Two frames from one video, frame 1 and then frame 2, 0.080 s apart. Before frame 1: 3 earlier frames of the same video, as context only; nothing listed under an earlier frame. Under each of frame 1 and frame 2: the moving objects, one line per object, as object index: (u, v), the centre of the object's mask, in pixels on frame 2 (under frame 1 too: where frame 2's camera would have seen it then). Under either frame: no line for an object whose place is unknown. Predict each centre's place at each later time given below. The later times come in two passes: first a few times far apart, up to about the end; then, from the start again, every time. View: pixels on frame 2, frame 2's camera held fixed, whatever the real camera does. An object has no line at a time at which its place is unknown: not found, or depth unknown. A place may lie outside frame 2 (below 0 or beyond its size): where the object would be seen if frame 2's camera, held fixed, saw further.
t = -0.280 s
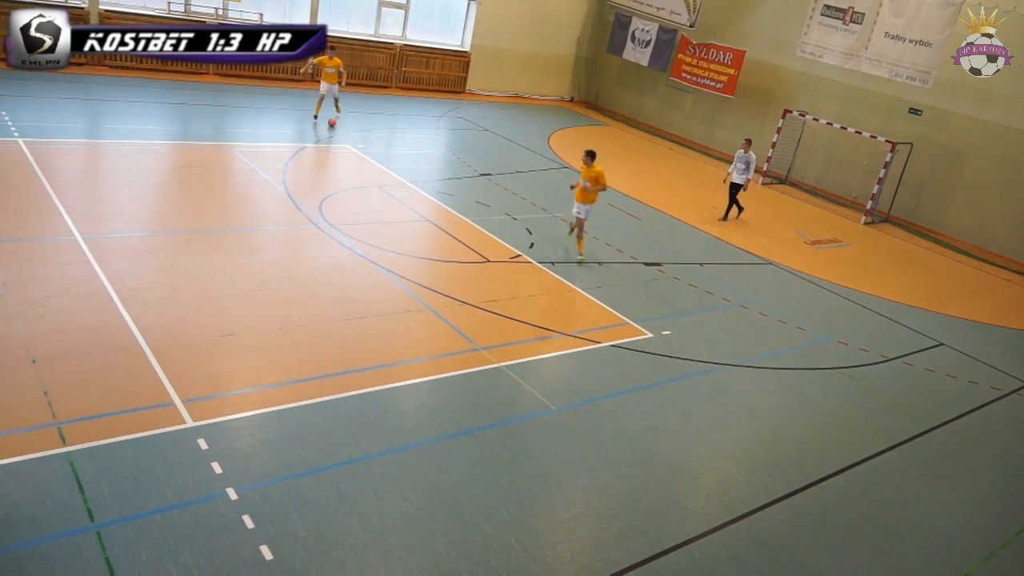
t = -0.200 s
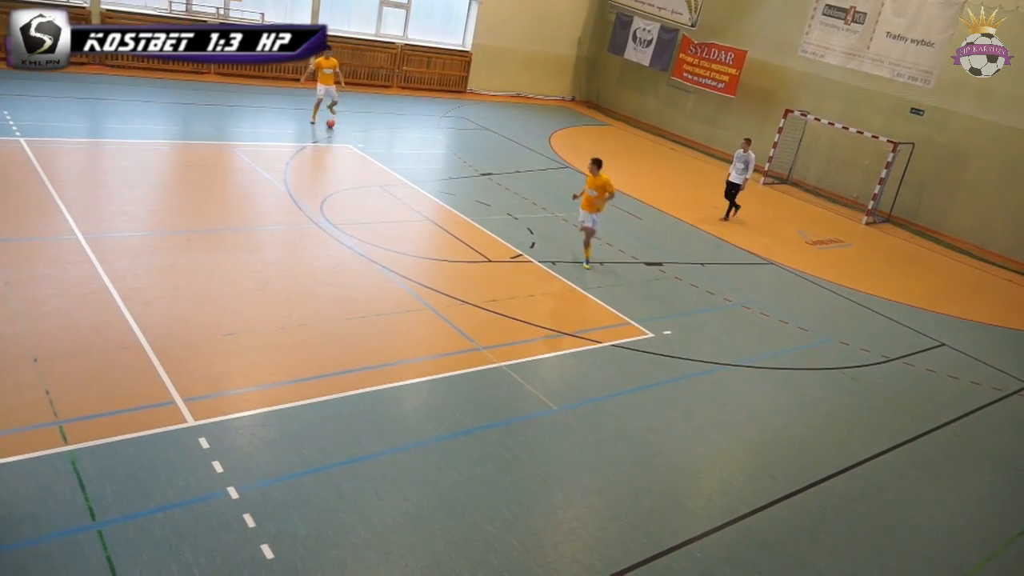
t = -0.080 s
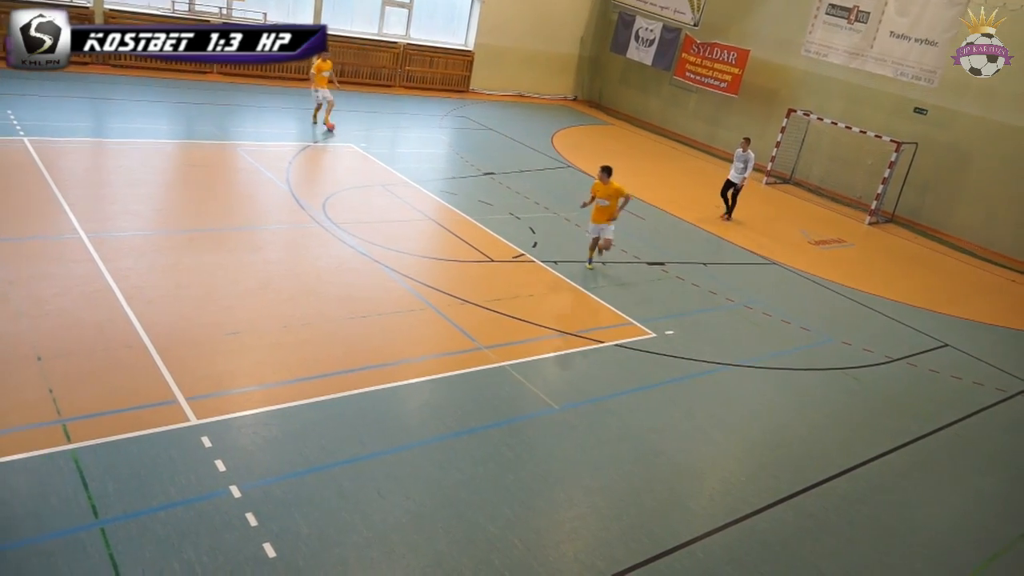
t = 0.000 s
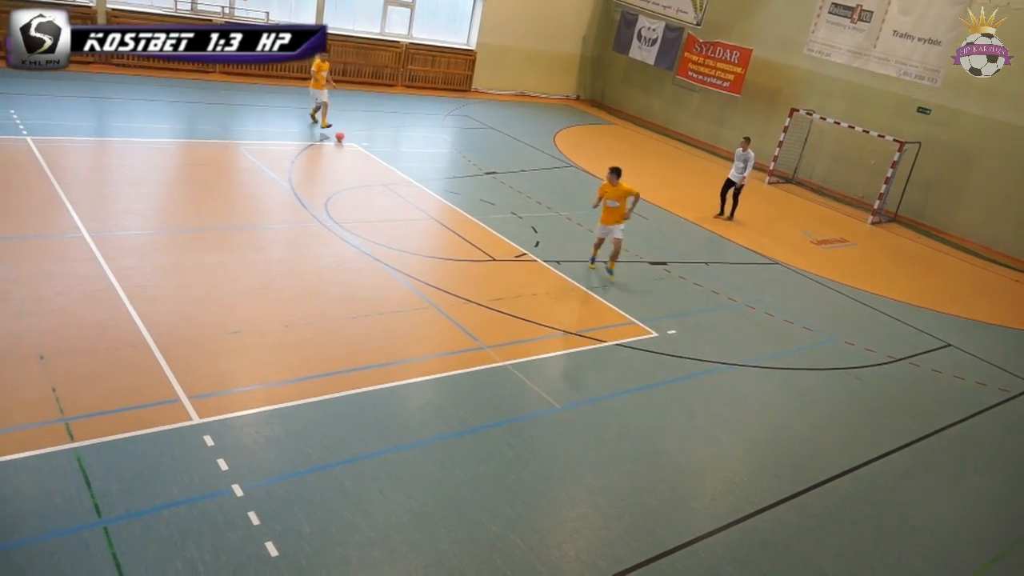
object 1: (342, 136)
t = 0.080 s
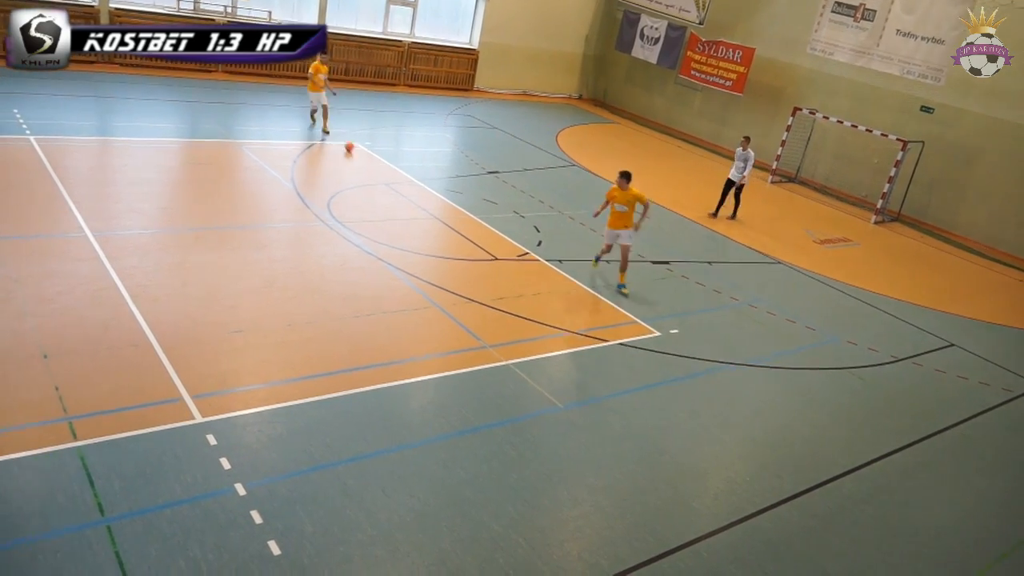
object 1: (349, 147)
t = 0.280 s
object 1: (367, 176)
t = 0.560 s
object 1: (396, 219)
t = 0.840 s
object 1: (428, 270)
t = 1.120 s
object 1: (468, 332)
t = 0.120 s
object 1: (352, 152)
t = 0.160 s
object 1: (356, 158)
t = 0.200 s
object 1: (359, 163)
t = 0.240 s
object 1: (363, 169)
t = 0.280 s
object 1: (367, 176)
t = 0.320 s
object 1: (371, 181)
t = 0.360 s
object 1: (375, 188)
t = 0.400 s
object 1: (379, 194)
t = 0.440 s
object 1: (384, 200)
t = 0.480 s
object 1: (388, 206)
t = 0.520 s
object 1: (392, 214)
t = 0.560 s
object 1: (396, 219)
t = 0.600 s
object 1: (401, 225)
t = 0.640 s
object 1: (405, 234)
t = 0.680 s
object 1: (408, 237)
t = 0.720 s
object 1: (413, 244)
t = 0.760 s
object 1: (418, 252)
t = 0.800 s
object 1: (422, 261)
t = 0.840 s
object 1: (428, 270)
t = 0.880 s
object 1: (433, 278)
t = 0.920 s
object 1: (437, 286)
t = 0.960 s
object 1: (443, 295)
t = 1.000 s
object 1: (449, 305)
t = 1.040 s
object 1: (455, 313)
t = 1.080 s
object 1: (461, 322)
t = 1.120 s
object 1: (468, 332)
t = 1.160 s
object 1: (474, 344)
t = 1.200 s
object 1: (482, 355)
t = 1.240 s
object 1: (489, 367)
